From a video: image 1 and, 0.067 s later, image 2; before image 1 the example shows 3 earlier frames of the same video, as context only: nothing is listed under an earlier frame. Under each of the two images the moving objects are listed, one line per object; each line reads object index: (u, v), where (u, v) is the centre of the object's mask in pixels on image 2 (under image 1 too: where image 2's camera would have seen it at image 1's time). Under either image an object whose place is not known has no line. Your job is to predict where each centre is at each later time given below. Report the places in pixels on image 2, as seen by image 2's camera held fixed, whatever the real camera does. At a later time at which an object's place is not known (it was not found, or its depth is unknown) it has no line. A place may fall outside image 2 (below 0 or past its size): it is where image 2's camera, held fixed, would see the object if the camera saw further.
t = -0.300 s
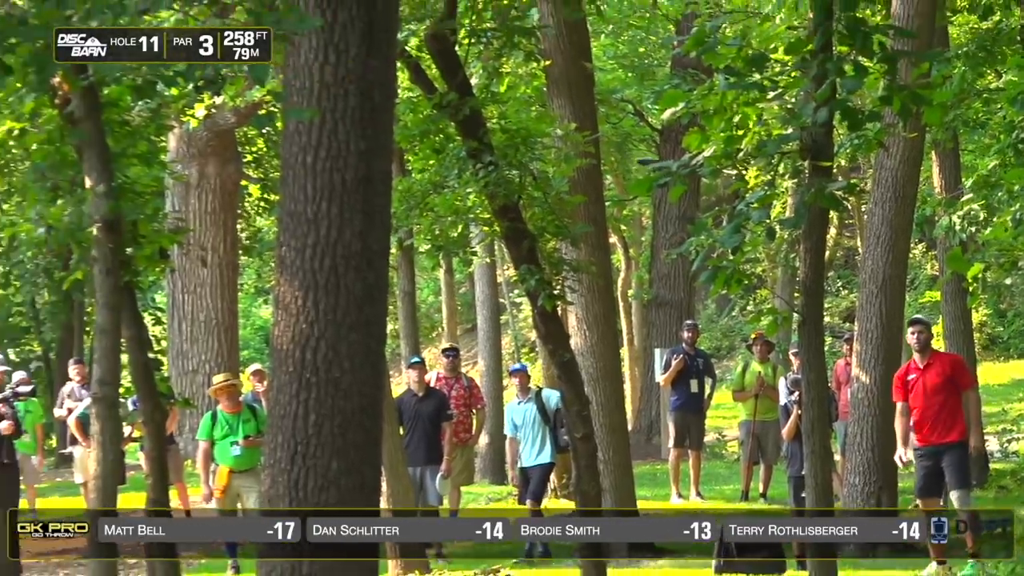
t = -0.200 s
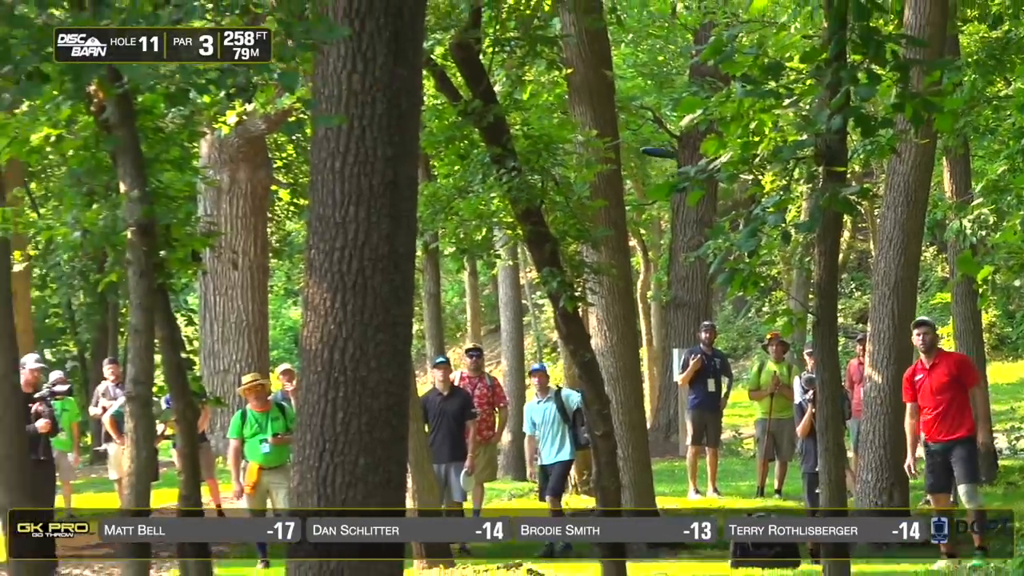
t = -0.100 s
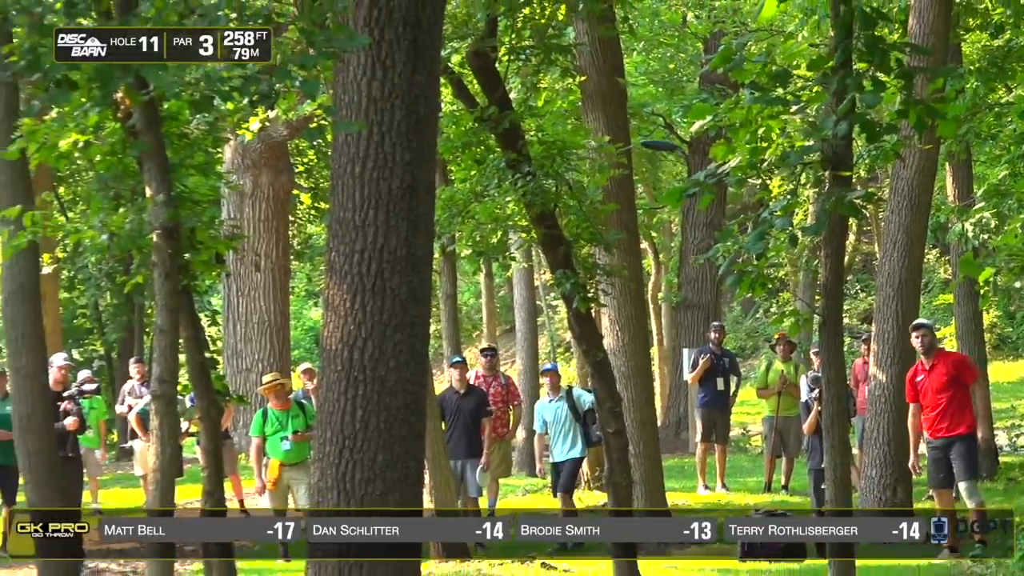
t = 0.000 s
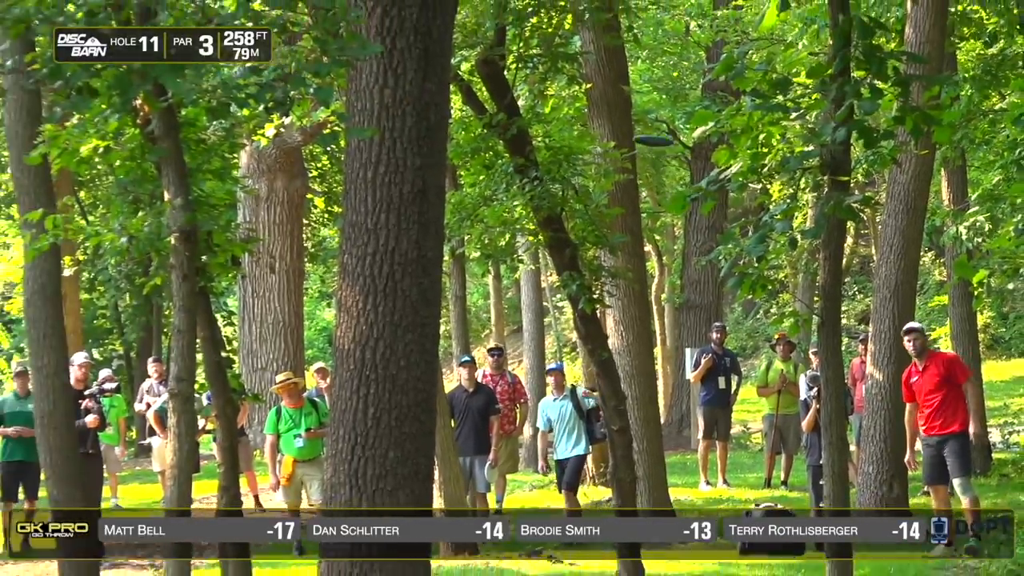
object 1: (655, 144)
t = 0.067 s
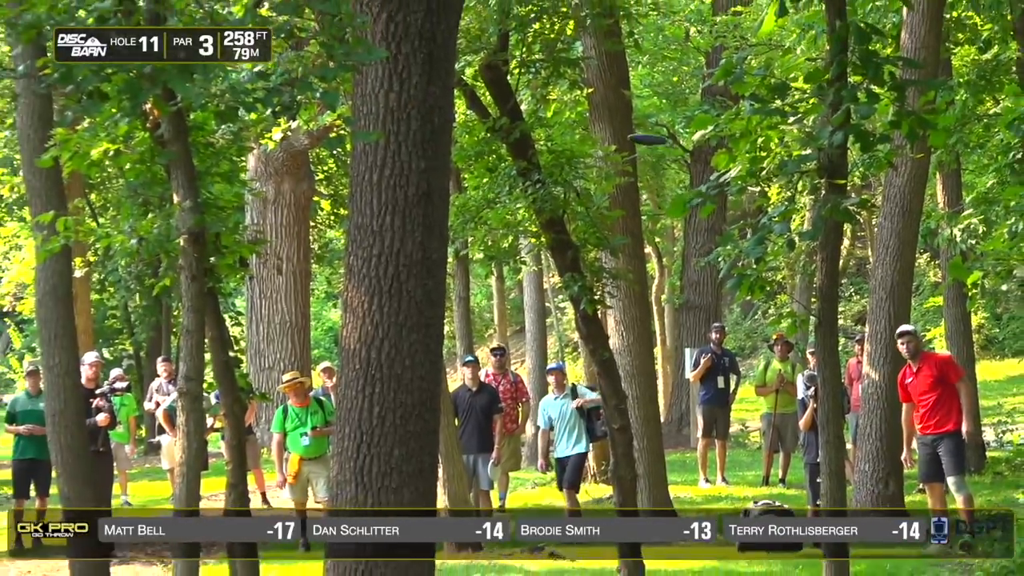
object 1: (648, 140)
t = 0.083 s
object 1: (646, 138)
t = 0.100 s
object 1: (645, 137)
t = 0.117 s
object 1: (643, 137)
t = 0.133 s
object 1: (642, 136)
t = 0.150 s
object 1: (641, 135)
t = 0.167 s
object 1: (639, 135)
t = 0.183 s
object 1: (638, 134)
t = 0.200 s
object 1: (636, 133)
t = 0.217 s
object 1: (635, 133)
